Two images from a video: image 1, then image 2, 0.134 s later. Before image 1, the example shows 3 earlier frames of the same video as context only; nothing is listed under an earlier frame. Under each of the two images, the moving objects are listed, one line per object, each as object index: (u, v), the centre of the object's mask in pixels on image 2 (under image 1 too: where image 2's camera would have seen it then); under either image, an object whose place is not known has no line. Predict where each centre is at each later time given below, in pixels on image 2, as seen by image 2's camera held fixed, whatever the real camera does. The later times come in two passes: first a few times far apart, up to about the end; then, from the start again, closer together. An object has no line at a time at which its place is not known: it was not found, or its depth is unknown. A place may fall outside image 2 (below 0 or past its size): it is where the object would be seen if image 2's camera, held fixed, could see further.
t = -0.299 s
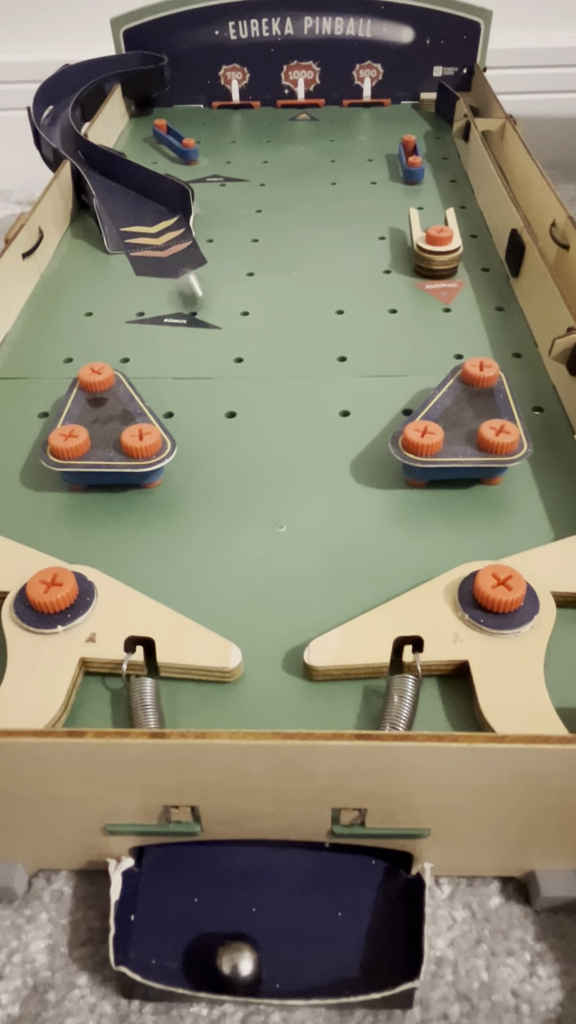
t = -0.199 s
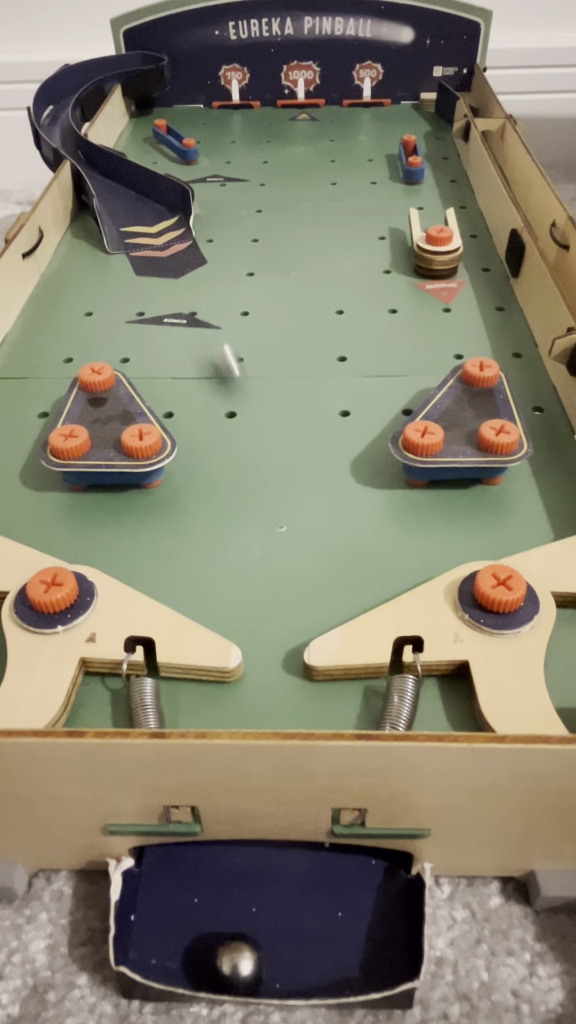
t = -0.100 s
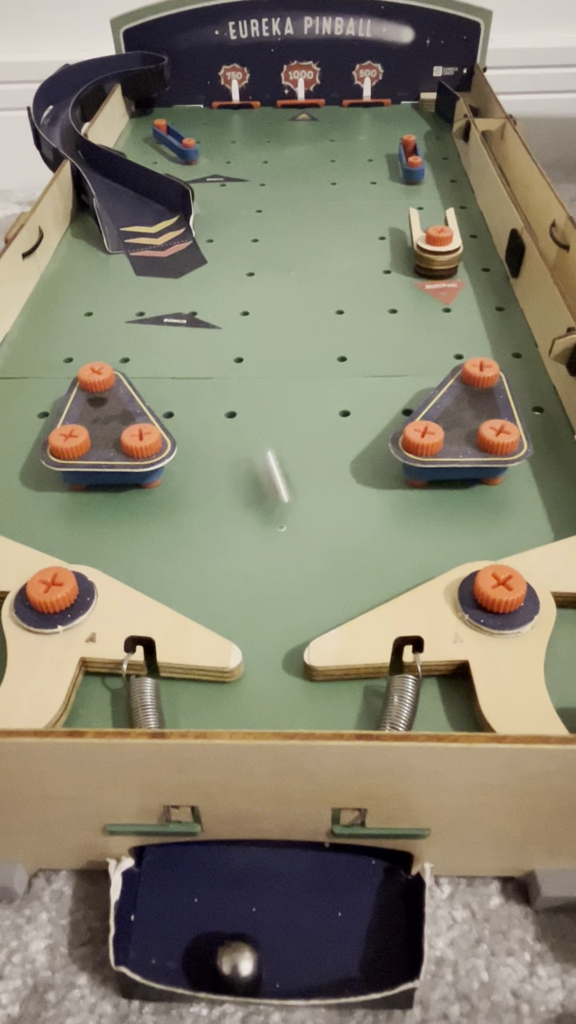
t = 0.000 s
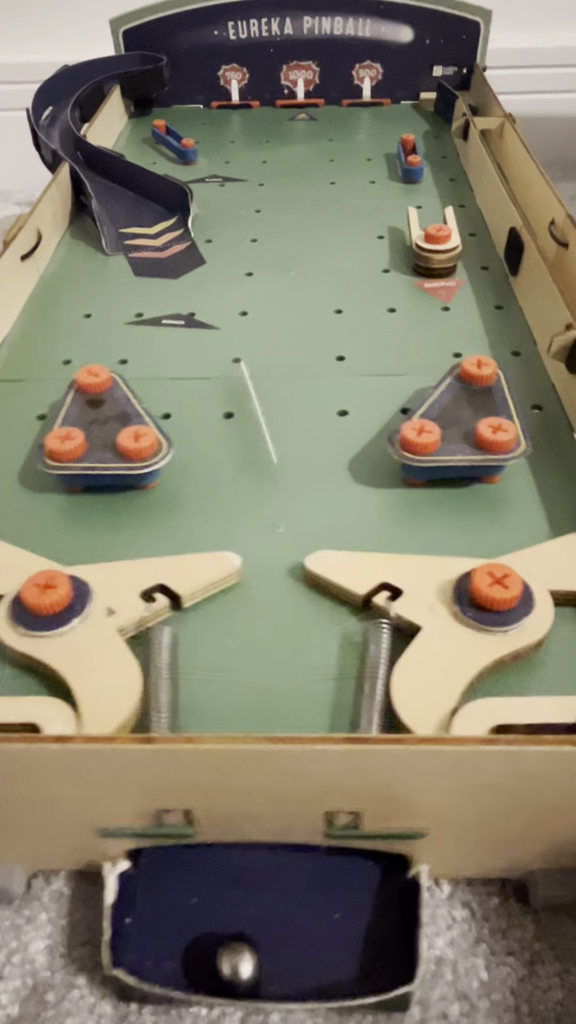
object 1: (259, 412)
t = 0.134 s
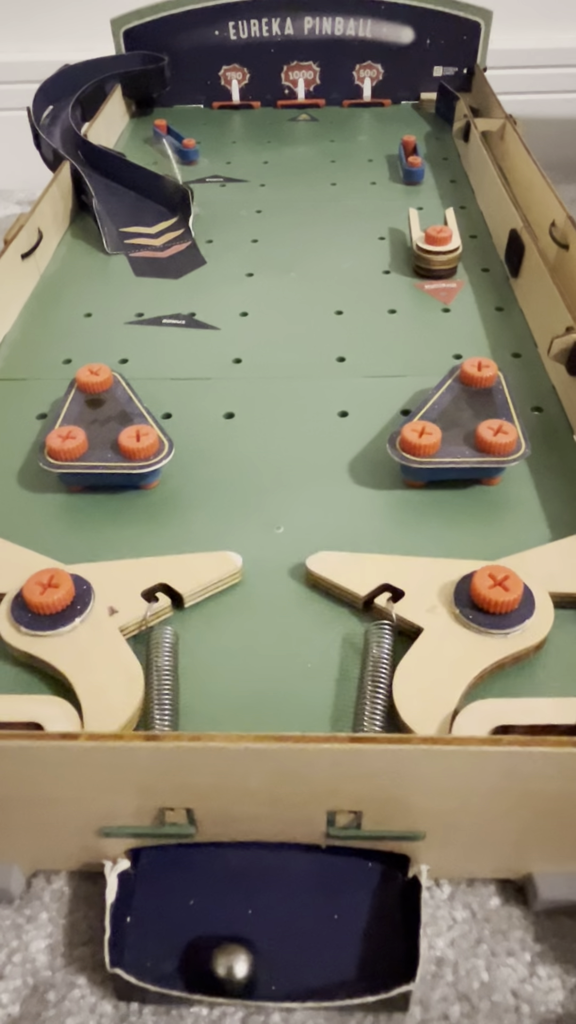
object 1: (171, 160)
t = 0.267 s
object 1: (121, 176)
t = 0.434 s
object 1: (100, 172)
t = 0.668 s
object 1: (111, 205)
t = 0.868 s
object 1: (133, 281)
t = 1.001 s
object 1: (144, 376)
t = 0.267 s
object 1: (121, 176)
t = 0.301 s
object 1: (108, 178)
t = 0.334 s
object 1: (92, 165)
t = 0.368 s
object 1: (93, 163)
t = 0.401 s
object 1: (100, 175)
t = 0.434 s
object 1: (100, 172)
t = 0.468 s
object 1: (101, 174)
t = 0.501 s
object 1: (100, 177)
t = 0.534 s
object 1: (100, 182)
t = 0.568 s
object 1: (100, 188)
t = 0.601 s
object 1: (103, 191)
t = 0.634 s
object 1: (107, 200)
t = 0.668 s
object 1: (111, 205)
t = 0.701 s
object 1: (114, 212)
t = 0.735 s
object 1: (117, 225)
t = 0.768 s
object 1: (121, 238)
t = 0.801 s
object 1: (127, 249)
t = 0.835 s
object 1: (130, 265)
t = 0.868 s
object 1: (133, 281)
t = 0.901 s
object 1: (137, 303)
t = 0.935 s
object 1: (138, 323)
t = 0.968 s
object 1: (142, 348)
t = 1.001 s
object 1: (144, 376)
